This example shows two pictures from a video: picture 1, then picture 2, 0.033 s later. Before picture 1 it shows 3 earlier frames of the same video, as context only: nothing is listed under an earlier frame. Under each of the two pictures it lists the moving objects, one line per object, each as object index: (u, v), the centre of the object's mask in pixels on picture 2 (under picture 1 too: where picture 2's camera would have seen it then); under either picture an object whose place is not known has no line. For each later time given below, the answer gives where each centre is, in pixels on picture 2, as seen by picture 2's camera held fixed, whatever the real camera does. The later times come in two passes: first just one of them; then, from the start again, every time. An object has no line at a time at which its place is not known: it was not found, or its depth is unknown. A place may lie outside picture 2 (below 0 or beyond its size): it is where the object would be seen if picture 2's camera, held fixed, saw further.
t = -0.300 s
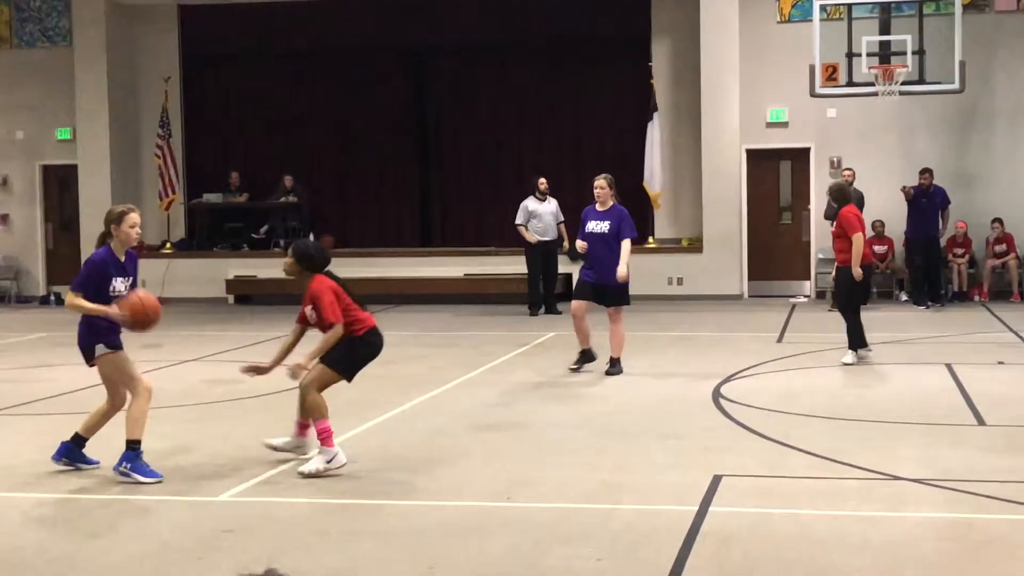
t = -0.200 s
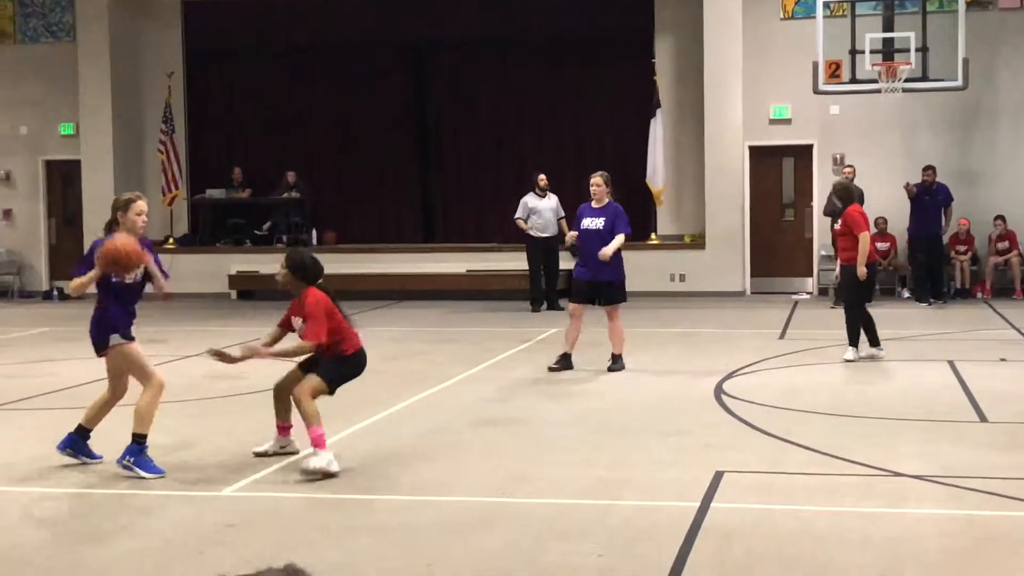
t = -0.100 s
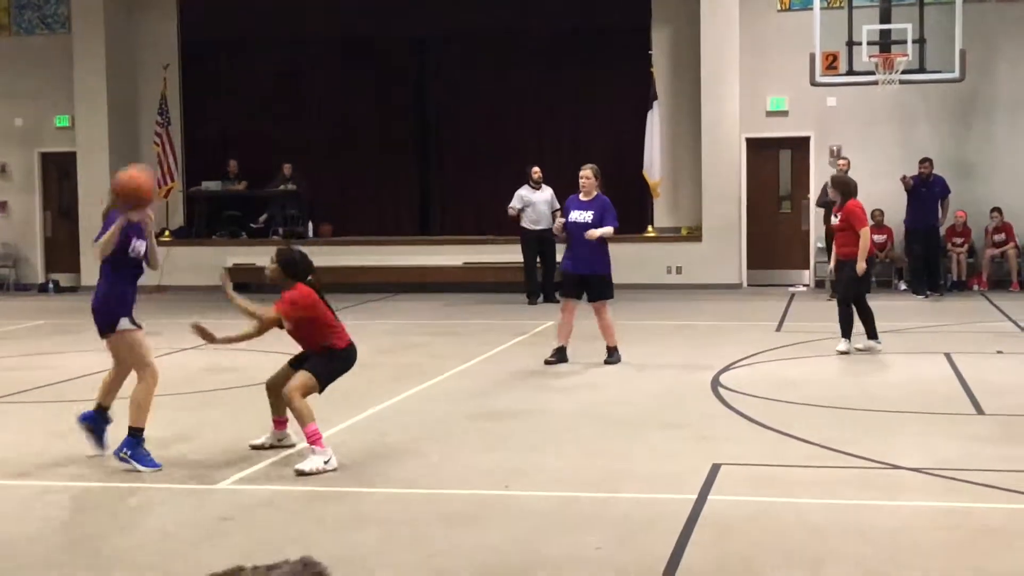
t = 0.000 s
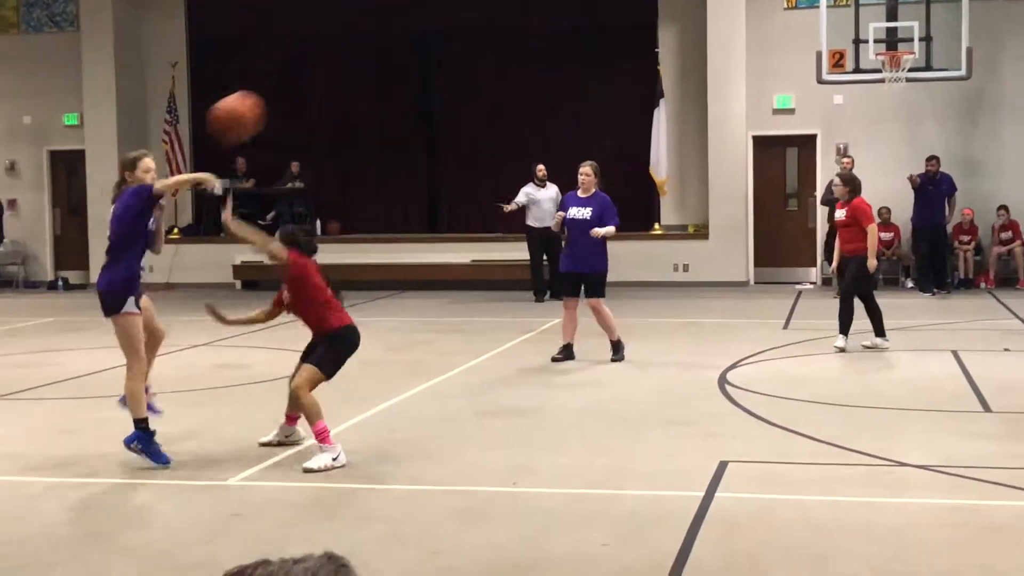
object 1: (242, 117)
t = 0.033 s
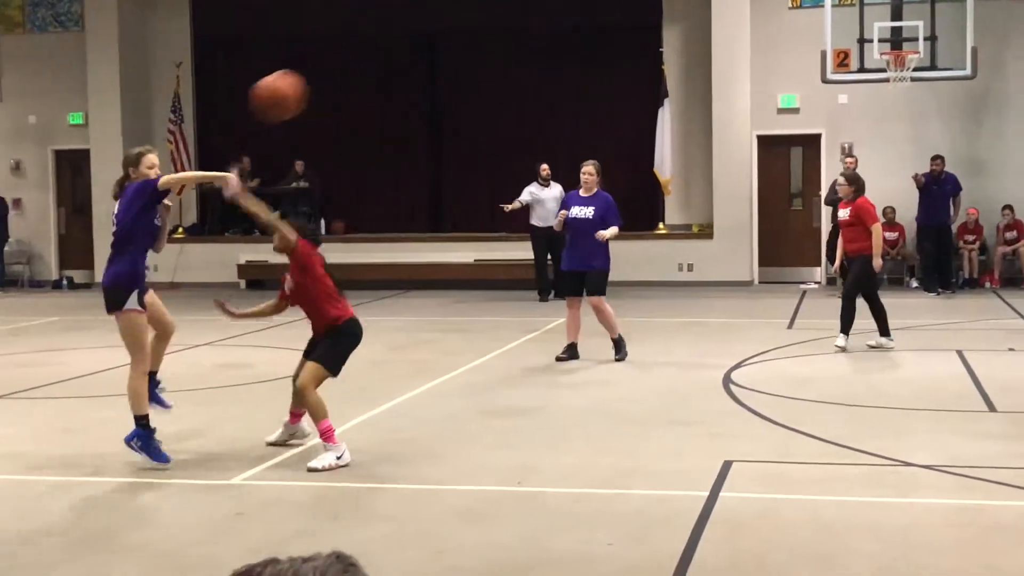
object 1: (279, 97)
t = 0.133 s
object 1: (397, 44)
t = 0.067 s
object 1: (317, 77)
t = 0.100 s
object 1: (356, 60)
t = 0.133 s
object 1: (397, 44)
